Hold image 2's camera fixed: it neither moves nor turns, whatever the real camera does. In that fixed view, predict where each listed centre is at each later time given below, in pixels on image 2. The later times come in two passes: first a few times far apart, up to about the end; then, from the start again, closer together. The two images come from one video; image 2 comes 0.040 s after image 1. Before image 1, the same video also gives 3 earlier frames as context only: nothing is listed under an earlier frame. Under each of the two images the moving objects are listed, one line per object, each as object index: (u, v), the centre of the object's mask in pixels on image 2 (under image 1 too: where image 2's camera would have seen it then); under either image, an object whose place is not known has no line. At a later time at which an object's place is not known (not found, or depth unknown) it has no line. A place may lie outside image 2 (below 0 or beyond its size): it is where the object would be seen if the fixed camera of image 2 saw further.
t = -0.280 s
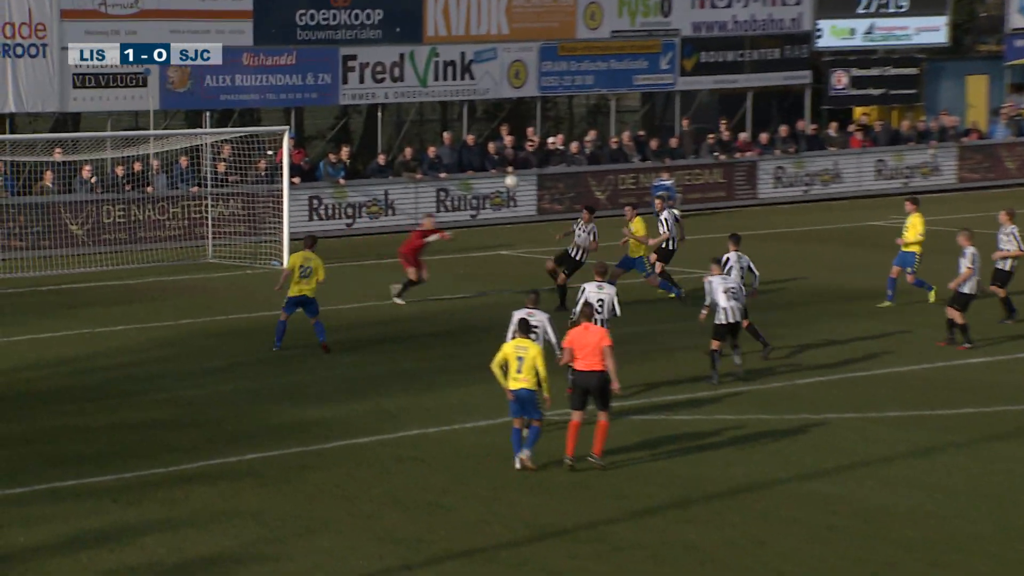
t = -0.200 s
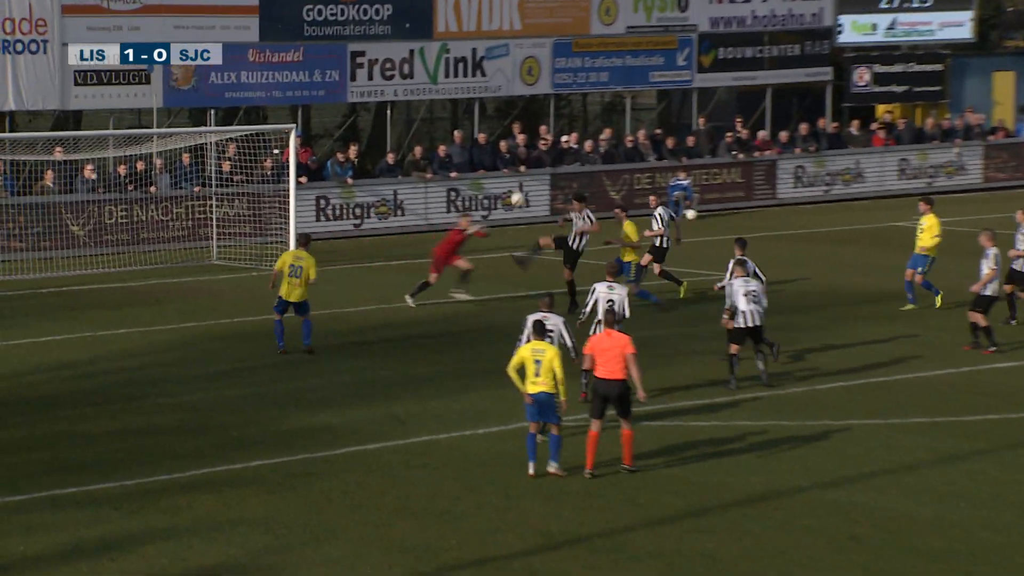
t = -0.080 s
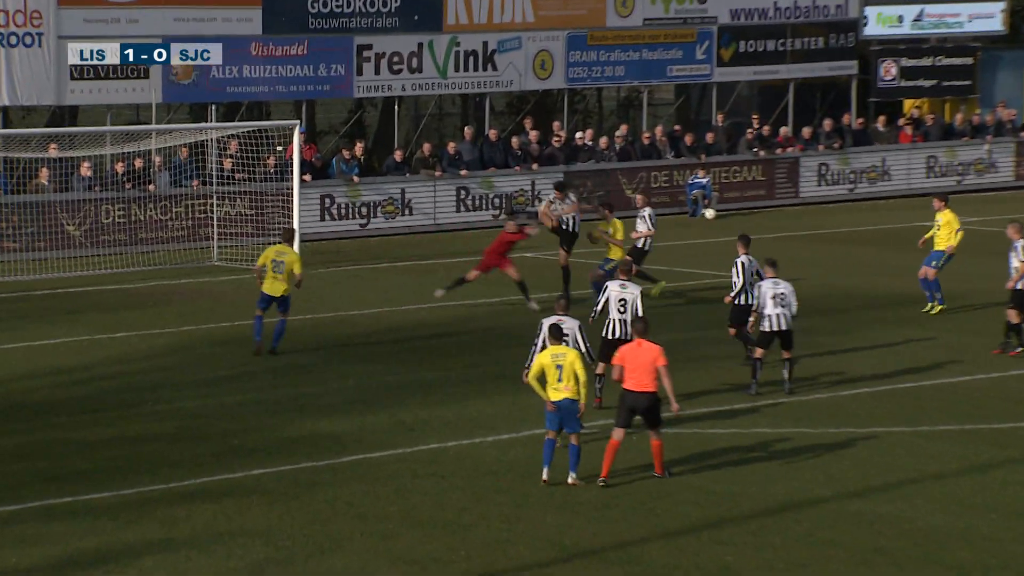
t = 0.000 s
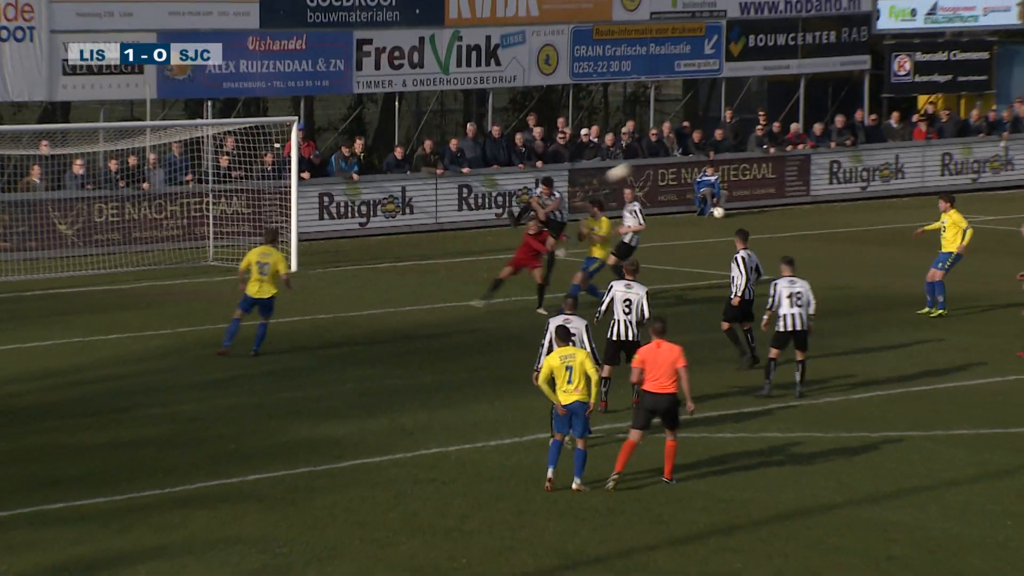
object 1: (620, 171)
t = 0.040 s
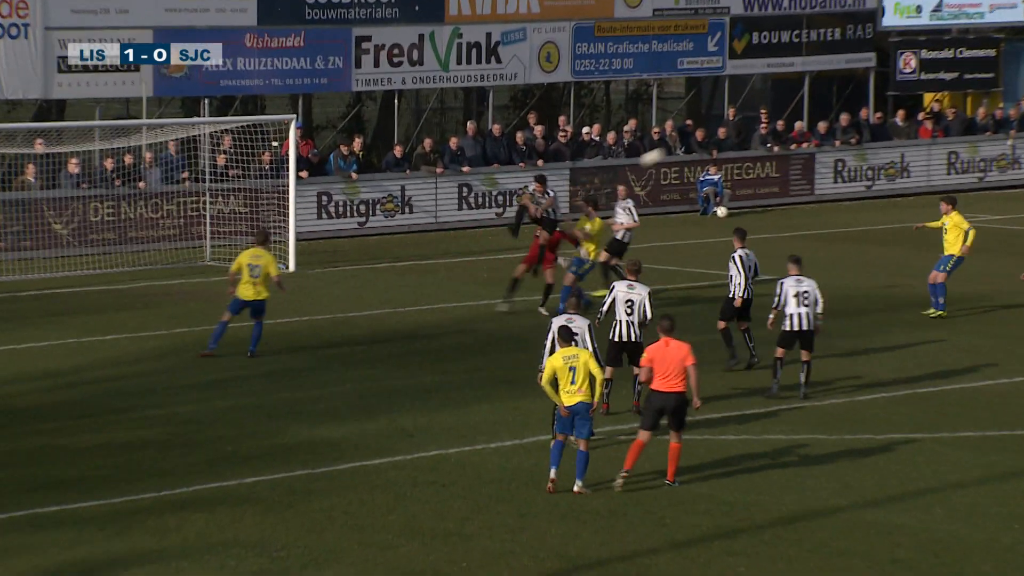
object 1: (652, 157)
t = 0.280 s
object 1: (845, 96)
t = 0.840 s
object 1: (1236, 117)
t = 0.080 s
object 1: (686, 144)
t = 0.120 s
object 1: (718, 132)
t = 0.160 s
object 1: (748, 122)
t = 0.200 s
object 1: (782, 112)
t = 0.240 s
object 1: (814, 103)
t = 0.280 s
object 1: (845, 96)
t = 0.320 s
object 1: (874, 90)
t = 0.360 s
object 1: (899, 85)
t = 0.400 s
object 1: (924, 82)
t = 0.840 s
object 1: (1236, 117)
